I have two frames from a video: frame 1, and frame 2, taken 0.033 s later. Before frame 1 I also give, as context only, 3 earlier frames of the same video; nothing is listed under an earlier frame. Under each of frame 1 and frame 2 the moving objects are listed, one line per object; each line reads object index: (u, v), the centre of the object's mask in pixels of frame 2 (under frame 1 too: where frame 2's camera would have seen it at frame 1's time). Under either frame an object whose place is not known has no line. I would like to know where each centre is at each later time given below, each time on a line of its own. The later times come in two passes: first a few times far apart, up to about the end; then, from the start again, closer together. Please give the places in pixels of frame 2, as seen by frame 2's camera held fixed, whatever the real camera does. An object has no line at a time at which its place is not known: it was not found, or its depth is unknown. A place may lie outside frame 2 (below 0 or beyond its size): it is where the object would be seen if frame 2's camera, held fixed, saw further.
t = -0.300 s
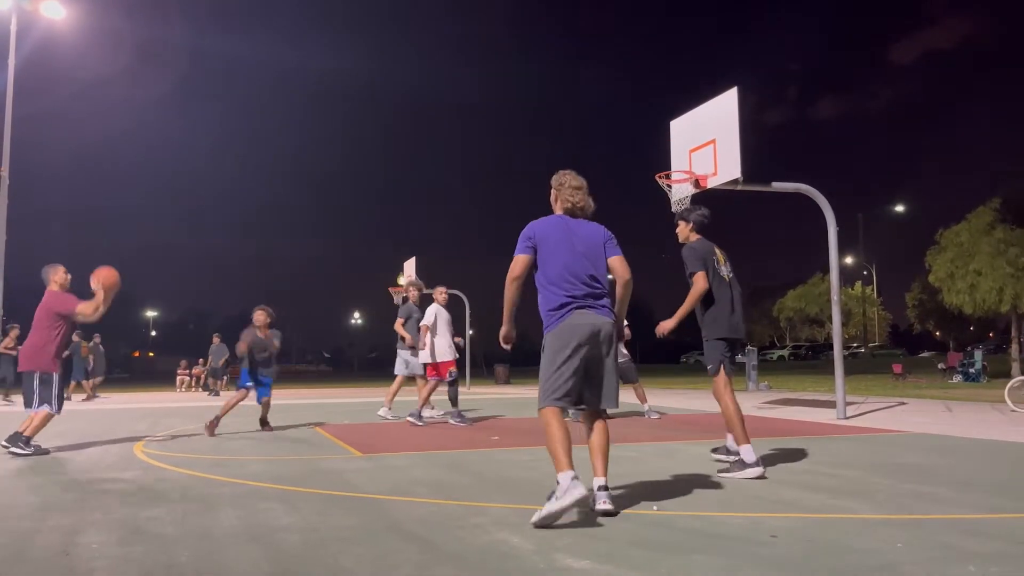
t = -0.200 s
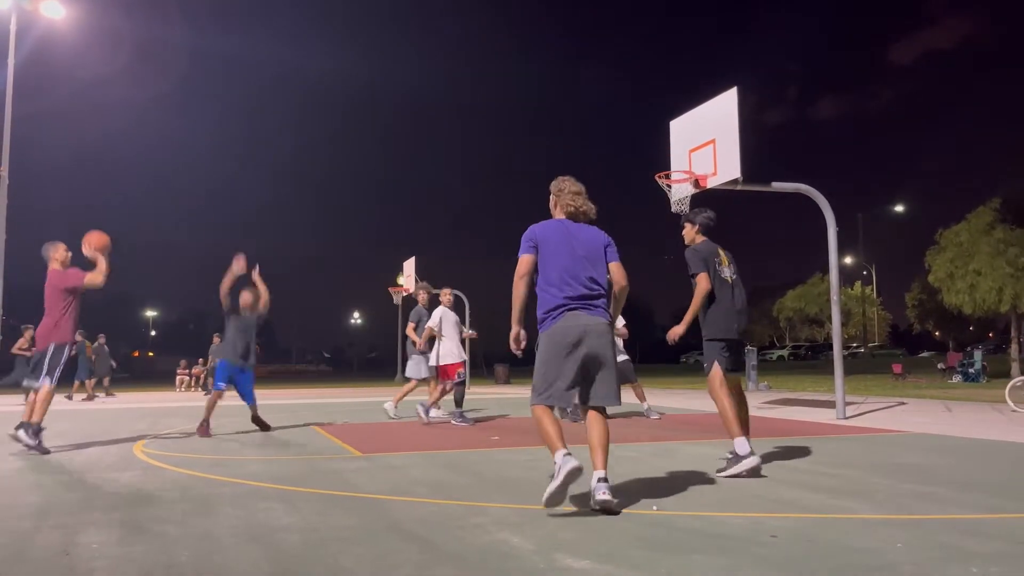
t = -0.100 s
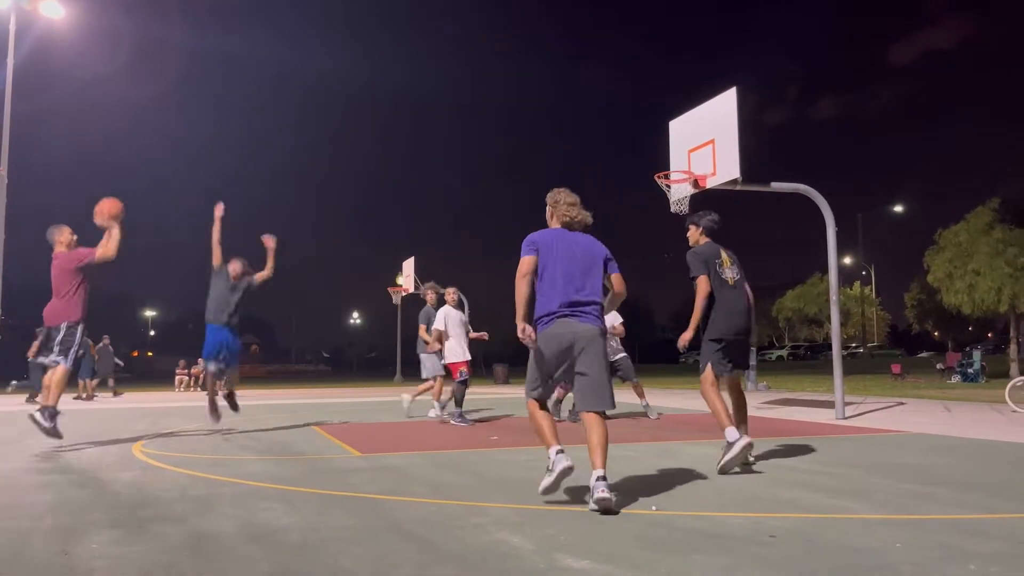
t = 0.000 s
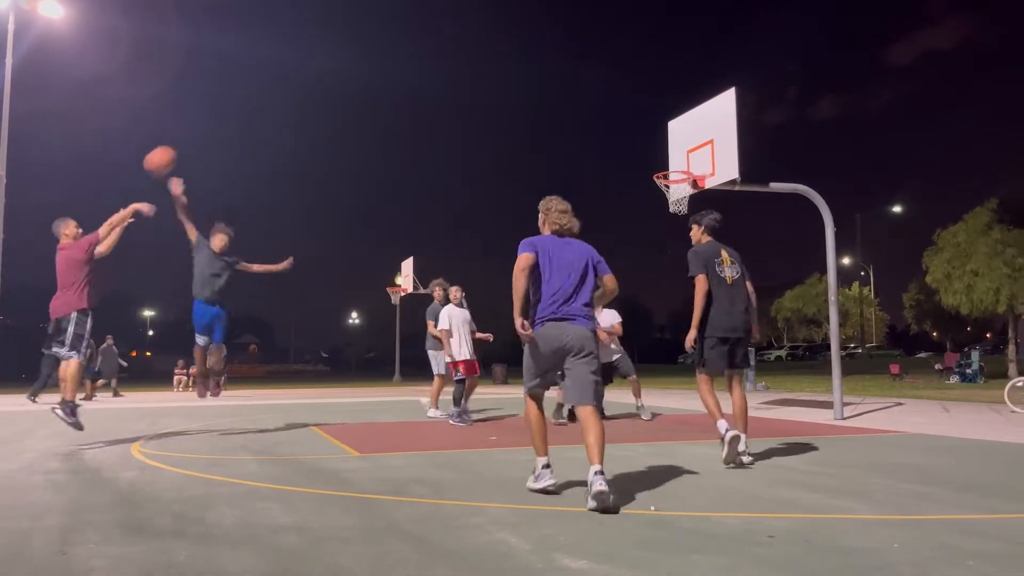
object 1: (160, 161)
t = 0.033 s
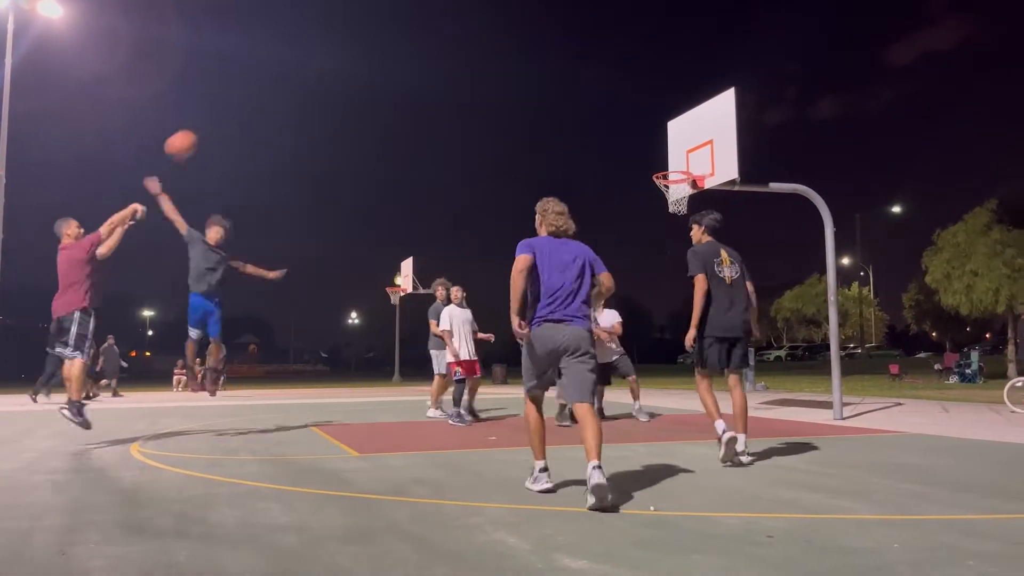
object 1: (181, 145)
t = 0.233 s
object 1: (299, 76)
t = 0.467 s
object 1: (419, 49)
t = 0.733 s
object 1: (540, 74)
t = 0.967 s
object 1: (635, 138)
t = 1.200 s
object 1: (696, 202)
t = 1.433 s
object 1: (713, 251)
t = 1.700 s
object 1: (735, 357)
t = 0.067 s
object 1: (202, 131)
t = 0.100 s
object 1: (222, 117)
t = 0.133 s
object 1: (242, 105)
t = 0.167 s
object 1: (261, 94)
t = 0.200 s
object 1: (280, 85)
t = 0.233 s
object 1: (299, 76)
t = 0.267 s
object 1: (317, 69)
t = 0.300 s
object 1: (335, 63)
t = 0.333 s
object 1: (352, 58)
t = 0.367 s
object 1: (369, 54)
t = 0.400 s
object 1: (386, 51)
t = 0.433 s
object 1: (403, 50)
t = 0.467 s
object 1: (419, 49)
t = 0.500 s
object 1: (435, 49)
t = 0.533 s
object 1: (451, 50)
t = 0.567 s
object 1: (466, 52)
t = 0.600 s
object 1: (481, 55)
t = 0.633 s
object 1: (496, 58)
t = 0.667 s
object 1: (511, 63)
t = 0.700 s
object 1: (525, 68)
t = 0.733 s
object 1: (540, 74)
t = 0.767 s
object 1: (554, 81)
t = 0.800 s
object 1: (568, 89)
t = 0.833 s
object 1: (582, 97)
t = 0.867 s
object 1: (595, 106)
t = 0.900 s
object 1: (609, 116)
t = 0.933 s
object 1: (622, 127)
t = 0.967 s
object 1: (635, 138)
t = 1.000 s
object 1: (648, 150)
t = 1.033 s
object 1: (659, 162)
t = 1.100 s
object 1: (686, 189)
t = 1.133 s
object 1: (691, 195)
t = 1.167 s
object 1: (694, 198)
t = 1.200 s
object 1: (696, 202)
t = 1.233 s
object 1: (698, 205)
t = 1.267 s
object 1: (700, 211)
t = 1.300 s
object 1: (703, 218)
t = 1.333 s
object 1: (705, 224)
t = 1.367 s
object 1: (708, 232)
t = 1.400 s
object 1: (710, 241)
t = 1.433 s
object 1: (713, 251)
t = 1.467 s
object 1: (716, 261)
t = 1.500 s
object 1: (719, 272)
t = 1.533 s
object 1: (721, 284)
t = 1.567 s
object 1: (724, 297)
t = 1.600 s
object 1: (727, 311)
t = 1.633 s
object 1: (730, 325)
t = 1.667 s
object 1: (733, 340)
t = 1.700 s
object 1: (735, 357)
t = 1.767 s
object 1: (743, 392)
